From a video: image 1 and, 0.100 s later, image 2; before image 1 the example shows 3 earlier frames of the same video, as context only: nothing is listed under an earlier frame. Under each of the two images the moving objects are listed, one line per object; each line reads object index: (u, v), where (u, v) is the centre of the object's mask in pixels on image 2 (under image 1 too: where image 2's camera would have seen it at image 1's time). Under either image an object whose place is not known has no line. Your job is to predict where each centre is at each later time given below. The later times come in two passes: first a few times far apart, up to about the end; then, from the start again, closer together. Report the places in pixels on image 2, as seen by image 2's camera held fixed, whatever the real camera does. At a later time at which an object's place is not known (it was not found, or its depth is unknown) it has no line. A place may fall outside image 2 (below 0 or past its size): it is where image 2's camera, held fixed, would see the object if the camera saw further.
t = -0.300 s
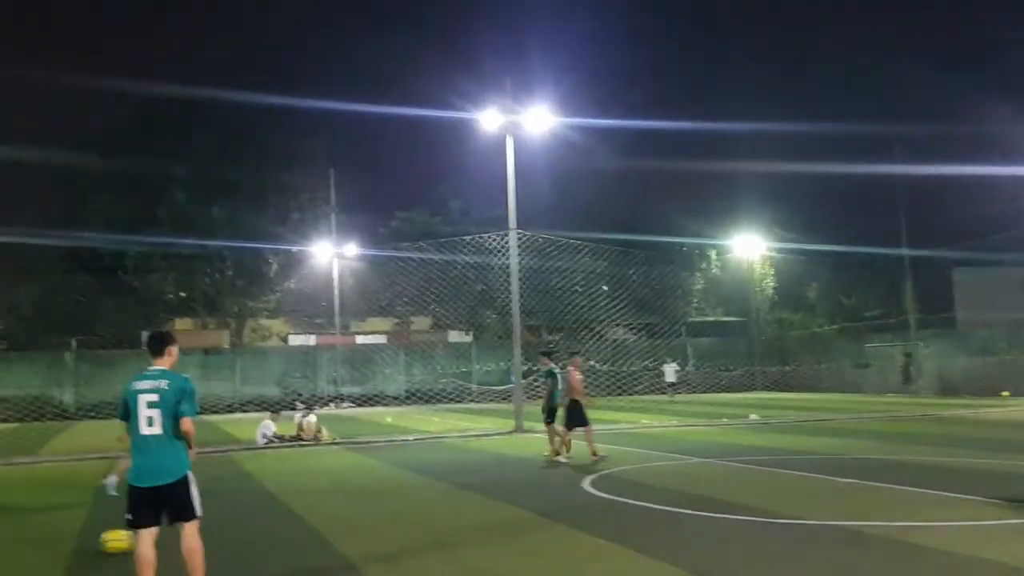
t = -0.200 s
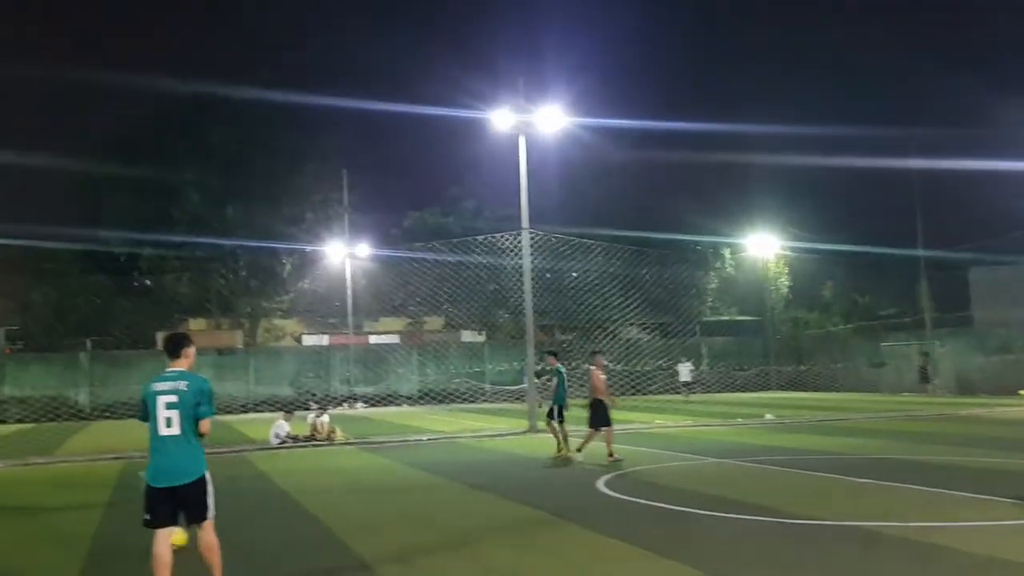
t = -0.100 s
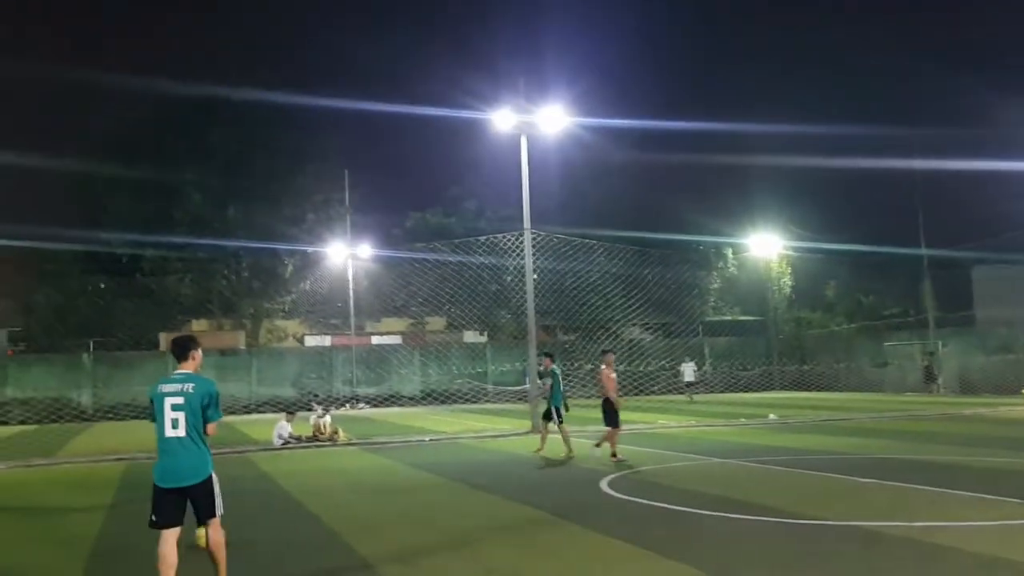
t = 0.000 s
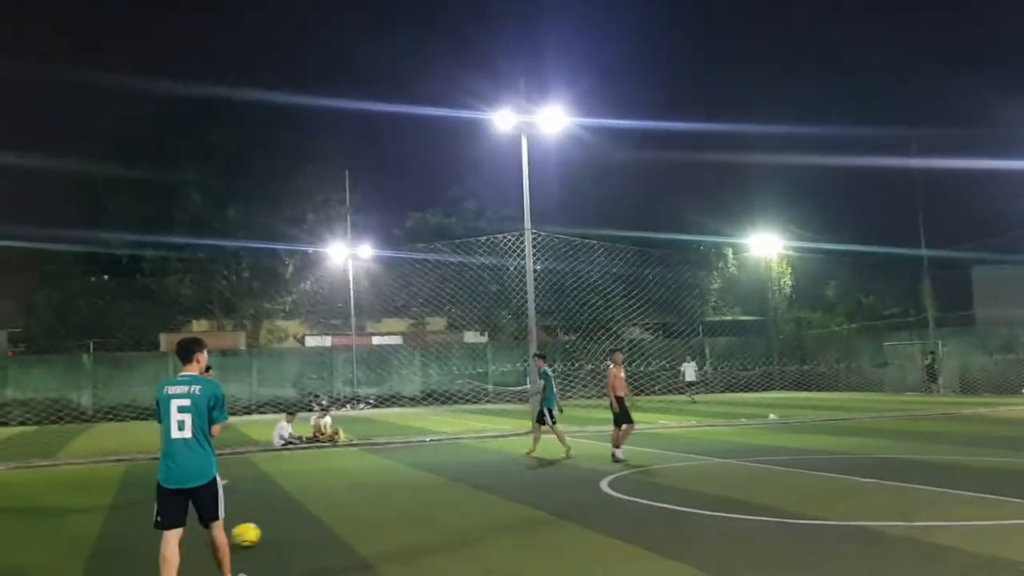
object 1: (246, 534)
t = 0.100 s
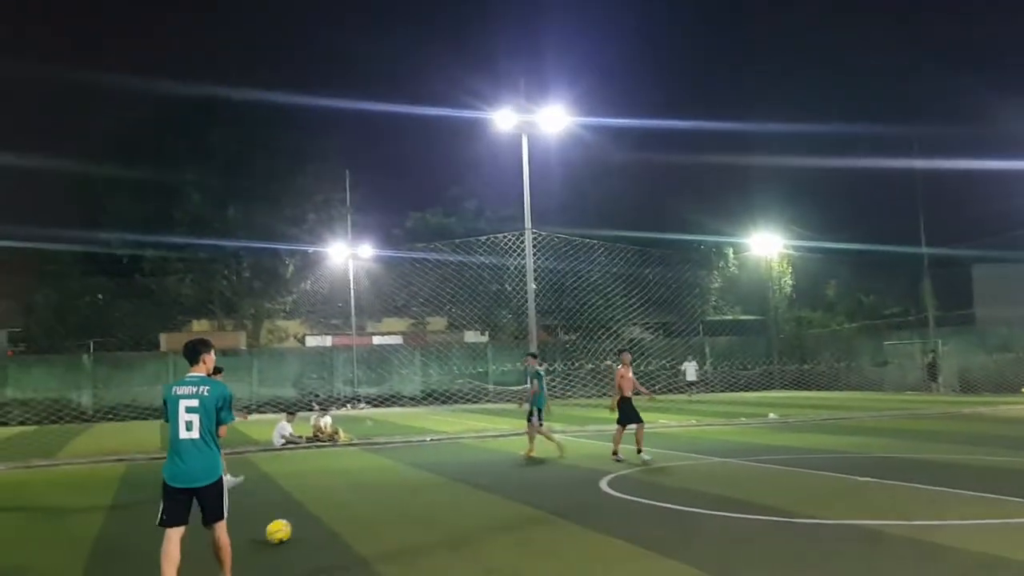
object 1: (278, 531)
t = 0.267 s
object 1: (334, 531)
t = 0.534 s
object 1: (412, 524)
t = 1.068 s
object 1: (556, 512)
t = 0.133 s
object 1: (291, 530)
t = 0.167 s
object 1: (303, 530)
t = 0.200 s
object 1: (314, 530)
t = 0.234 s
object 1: (325, 531)
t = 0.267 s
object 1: (334, 531)
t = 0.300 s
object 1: (343, 529)
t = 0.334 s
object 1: (349, 528)
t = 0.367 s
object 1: (359, 528)
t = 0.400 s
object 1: (370, 526)
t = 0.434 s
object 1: (382, 526)
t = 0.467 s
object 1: (392, 526)
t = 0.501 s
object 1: (401, 524)
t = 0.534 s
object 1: (412, 524)
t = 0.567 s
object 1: (422, 523)
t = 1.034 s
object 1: (548, 514)
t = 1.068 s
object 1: (556, 512)
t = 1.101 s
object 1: (564, 512)
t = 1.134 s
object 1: (571, 512)
